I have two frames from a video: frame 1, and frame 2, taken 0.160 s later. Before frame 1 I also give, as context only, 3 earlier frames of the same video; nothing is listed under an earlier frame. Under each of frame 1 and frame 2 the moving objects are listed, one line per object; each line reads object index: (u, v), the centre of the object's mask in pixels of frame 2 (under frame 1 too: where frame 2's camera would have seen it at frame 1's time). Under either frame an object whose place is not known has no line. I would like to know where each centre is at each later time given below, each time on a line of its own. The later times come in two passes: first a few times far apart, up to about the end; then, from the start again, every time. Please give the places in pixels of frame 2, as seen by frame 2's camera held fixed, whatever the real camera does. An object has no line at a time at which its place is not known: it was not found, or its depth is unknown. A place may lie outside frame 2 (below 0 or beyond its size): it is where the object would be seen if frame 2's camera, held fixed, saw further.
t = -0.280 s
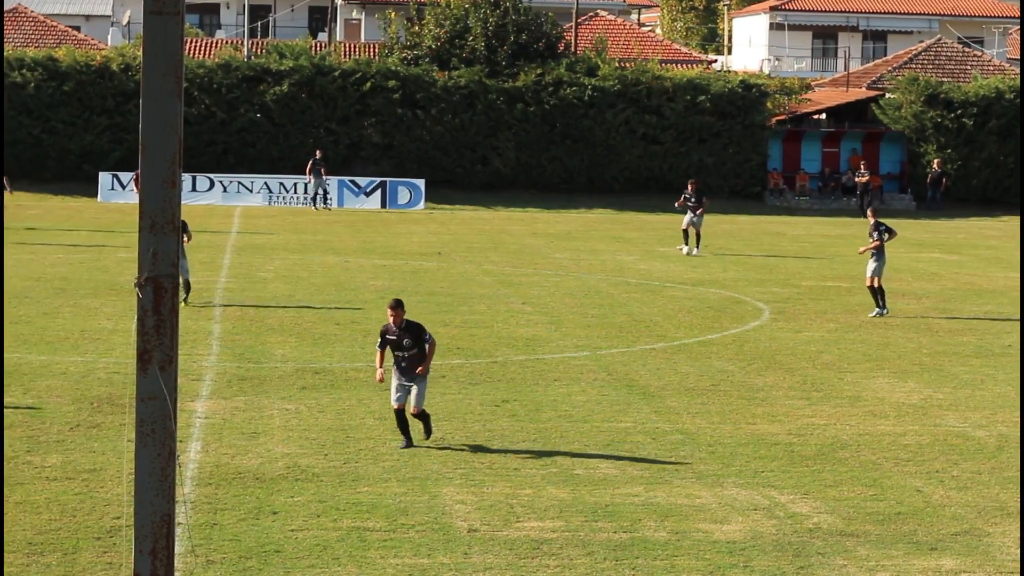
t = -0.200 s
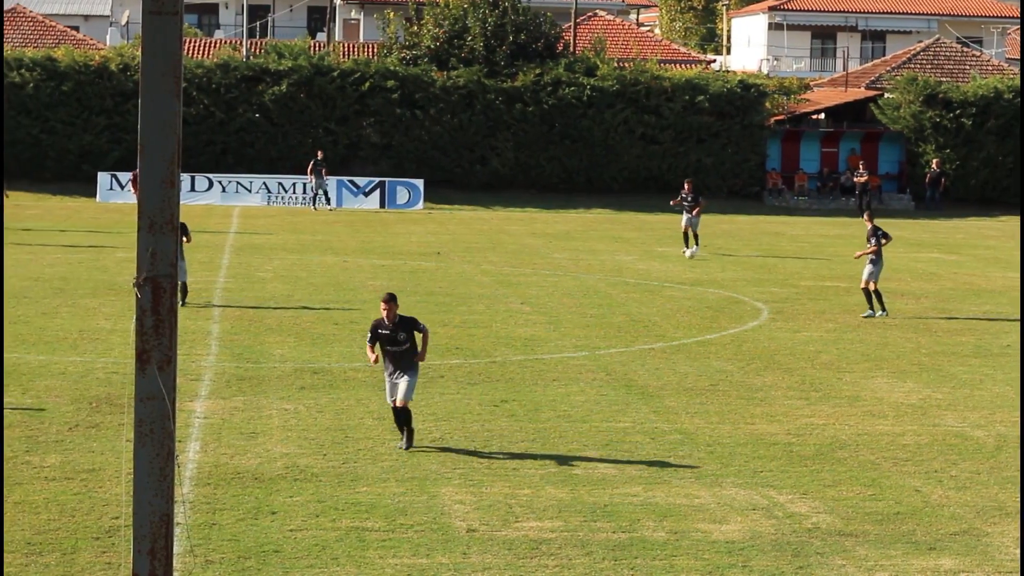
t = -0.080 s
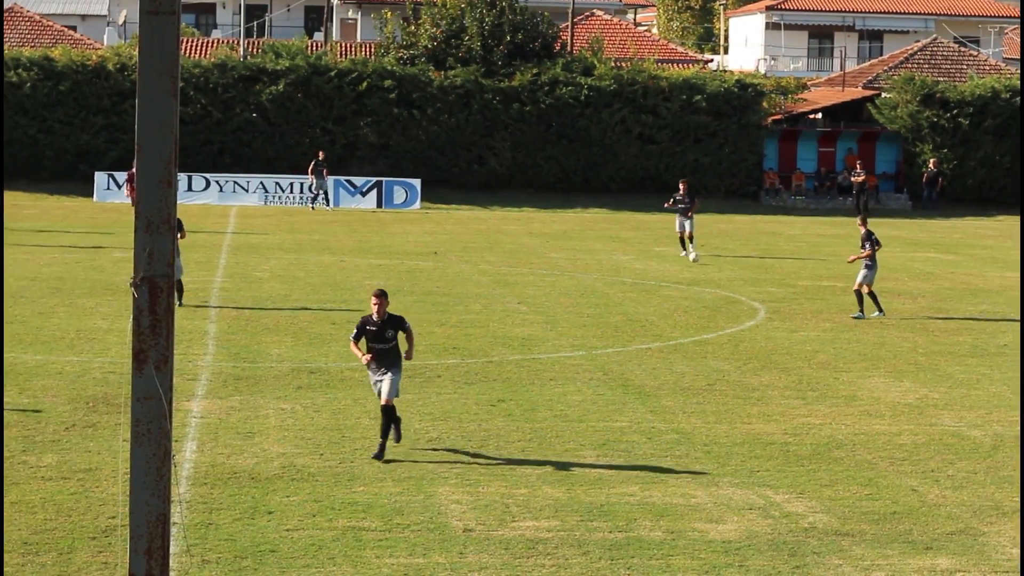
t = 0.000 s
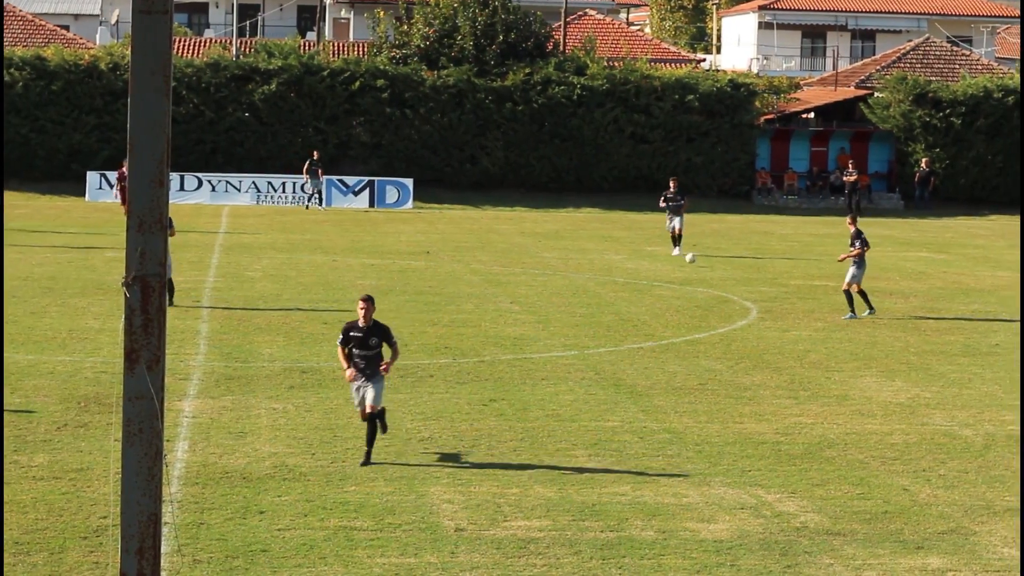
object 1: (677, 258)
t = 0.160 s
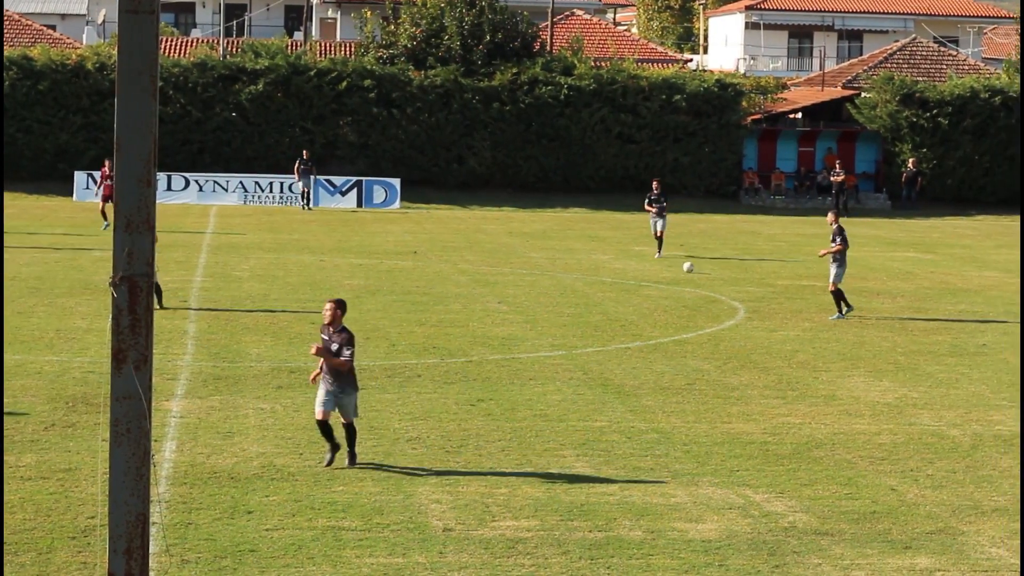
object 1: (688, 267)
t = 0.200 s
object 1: (690, 267)
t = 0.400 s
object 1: (702, 276)
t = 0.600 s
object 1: (712, 282)
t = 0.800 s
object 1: (723, 289)
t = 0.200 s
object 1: (690, 267)
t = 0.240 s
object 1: (693, 268)
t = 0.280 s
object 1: (695, 270)
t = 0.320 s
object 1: (698, 273)
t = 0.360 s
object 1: (700, 276)
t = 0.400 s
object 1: (702, 276)
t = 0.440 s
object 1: (704, 277)
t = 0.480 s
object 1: (705, 278)
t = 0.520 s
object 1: (707, 281)
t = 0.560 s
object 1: (709, 282)
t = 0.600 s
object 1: (712, 282)
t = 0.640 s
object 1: (714, 284)
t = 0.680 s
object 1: (716, 285)
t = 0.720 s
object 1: (718, 286)
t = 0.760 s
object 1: (721, 287)
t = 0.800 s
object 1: (723, 289)
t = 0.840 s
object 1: (726, 291)
